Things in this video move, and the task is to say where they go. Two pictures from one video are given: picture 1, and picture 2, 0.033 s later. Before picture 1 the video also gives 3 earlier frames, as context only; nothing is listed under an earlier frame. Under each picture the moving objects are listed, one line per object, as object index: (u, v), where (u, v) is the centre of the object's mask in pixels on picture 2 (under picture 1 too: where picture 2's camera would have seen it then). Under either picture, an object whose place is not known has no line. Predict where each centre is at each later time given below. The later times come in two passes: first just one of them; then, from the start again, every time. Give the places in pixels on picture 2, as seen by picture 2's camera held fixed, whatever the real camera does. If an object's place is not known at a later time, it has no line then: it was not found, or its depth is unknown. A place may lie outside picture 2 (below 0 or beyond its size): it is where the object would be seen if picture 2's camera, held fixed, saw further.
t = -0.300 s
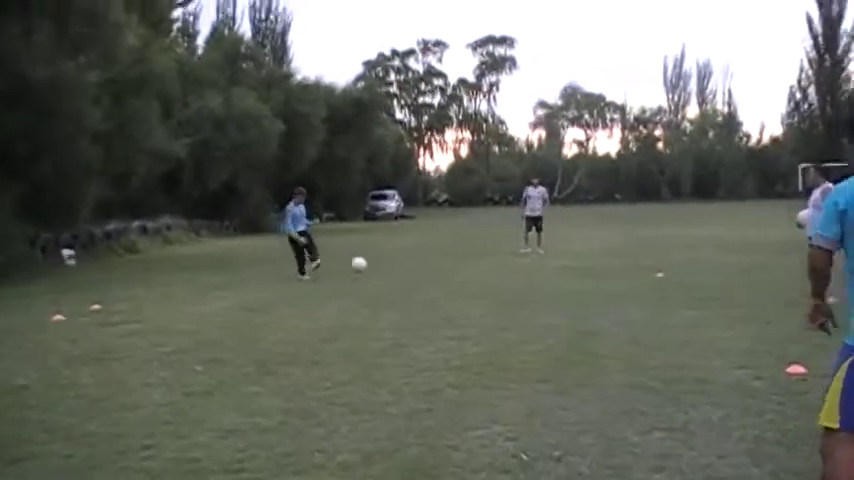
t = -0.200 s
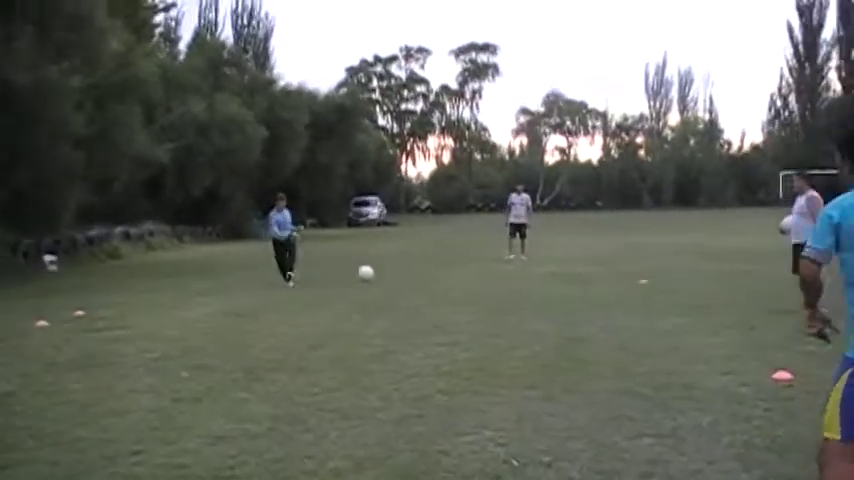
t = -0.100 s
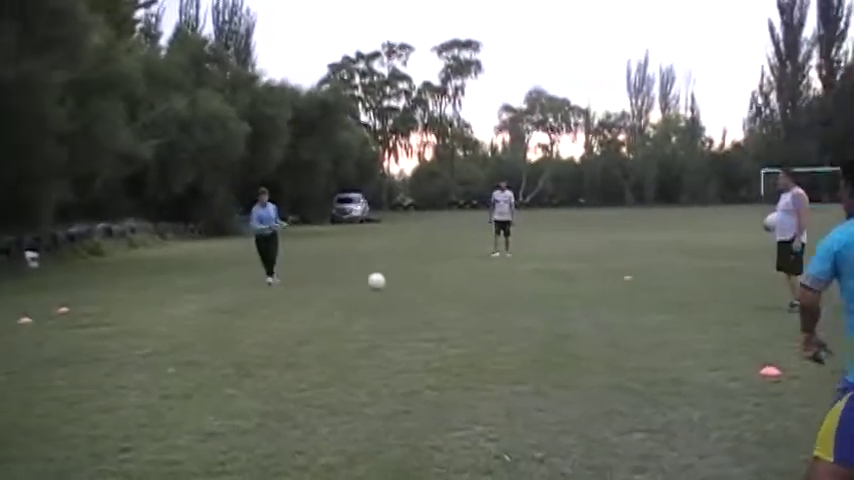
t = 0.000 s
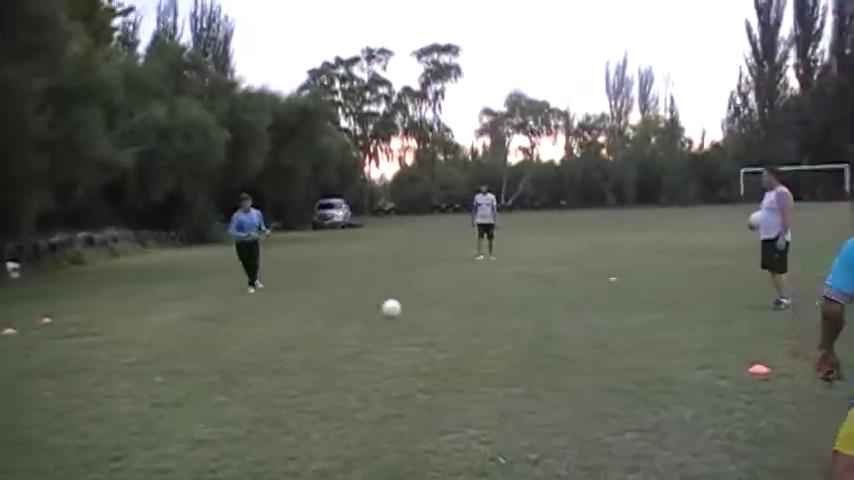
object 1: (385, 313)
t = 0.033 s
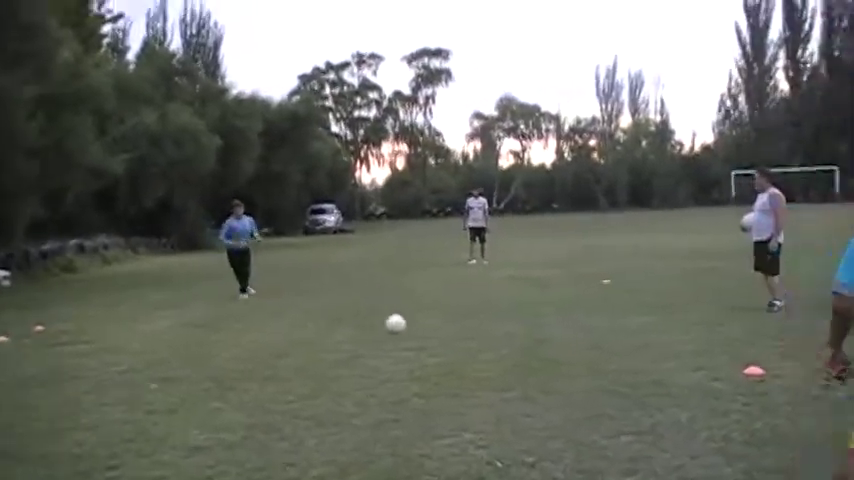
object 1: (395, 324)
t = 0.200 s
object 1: (437, 312)
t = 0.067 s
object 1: (403, 324)
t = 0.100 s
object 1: (411, 320)
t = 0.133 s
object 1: (419, 316)
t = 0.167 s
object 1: (428, 313)
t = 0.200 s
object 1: (437, 312)
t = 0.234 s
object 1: (447, 312)
